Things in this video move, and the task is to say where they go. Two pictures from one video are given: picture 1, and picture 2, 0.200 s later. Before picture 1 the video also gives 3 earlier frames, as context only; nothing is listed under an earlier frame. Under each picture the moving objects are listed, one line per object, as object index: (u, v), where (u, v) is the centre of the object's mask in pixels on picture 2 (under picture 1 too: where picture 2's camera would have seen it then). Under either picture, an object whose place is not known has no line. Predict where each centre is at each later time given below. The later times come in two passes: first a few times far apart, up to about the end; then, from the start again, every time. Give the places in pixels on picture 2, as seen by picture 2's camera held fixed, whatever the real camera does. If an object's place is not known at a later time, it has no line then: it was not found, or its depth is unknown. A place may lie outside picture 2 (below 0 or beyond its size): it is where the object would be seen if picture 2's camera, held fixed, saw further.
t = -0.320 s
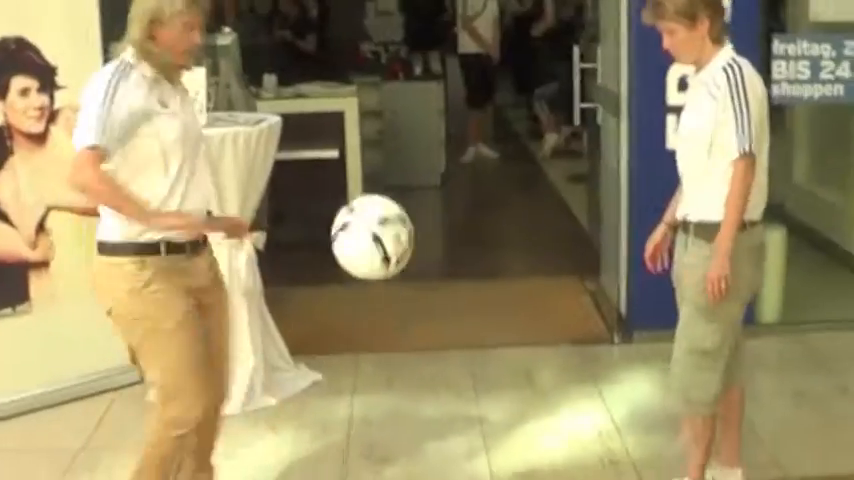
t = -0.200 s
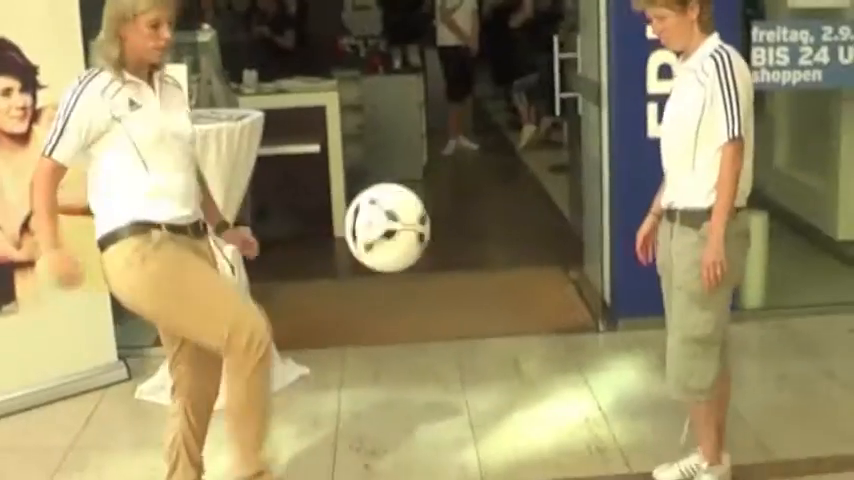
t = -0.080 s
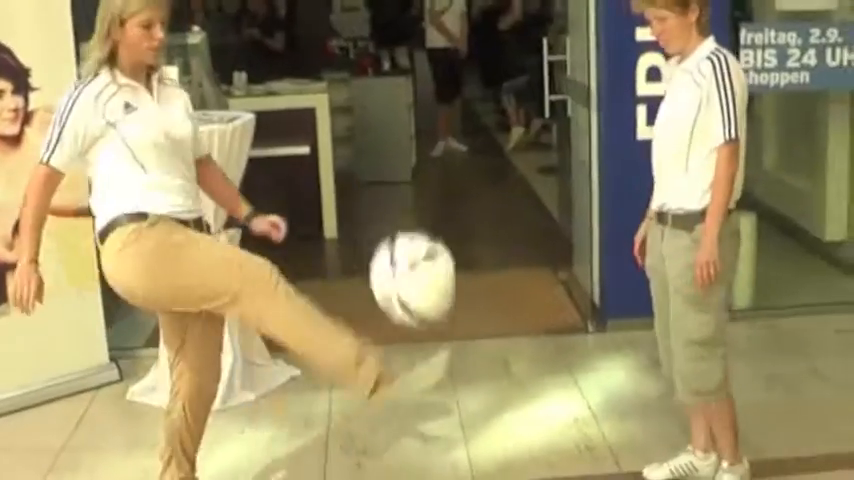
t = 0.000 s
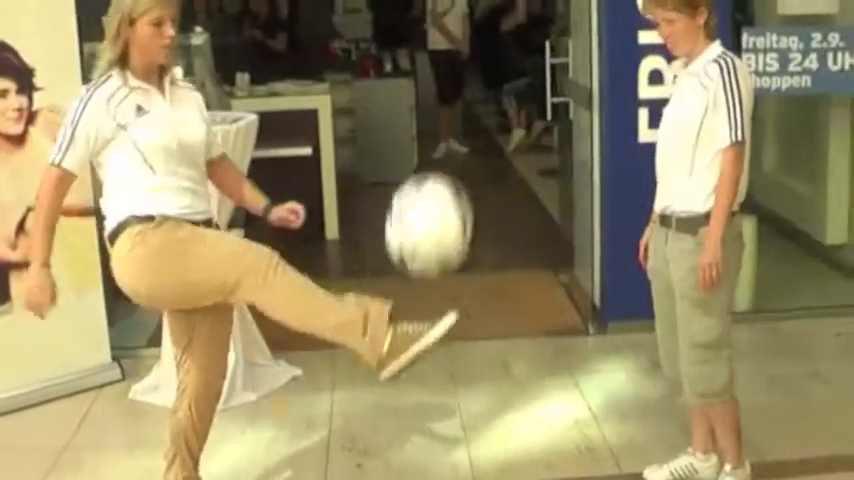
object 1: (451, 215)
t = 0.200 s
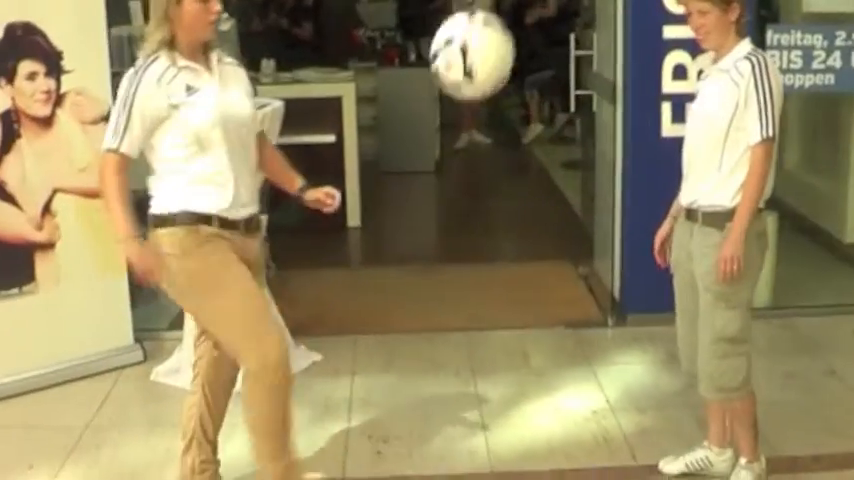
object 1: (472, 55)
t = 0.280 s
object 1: (480, 40)
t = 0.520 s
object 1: (505, 118)
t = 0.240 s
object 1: (476, 44)
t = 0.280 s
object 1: (480, 40)
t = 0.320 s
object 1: (484, 40)
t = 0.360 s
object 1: (488, 45)
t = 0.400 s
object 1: (492, 53)
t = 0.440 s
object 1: (496, 69)
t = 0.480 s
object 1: (501, 91)
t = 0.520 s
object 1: (505, 118)
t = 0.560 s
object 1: (509, 150)
